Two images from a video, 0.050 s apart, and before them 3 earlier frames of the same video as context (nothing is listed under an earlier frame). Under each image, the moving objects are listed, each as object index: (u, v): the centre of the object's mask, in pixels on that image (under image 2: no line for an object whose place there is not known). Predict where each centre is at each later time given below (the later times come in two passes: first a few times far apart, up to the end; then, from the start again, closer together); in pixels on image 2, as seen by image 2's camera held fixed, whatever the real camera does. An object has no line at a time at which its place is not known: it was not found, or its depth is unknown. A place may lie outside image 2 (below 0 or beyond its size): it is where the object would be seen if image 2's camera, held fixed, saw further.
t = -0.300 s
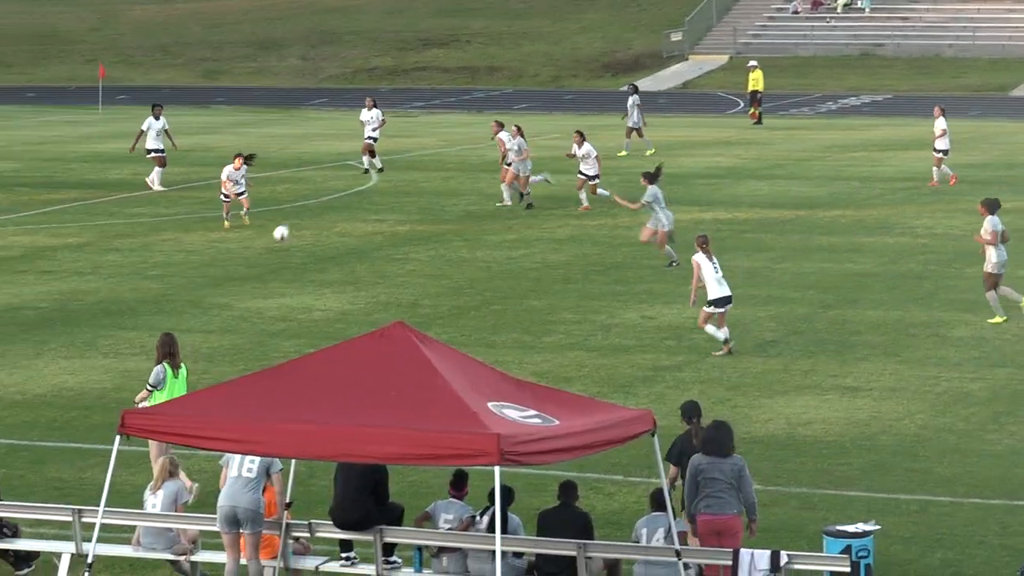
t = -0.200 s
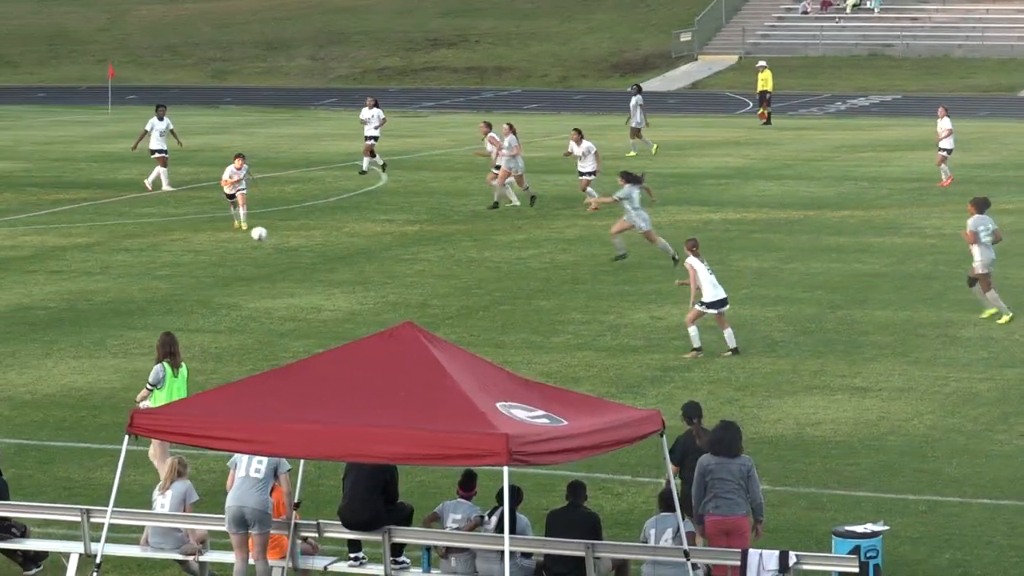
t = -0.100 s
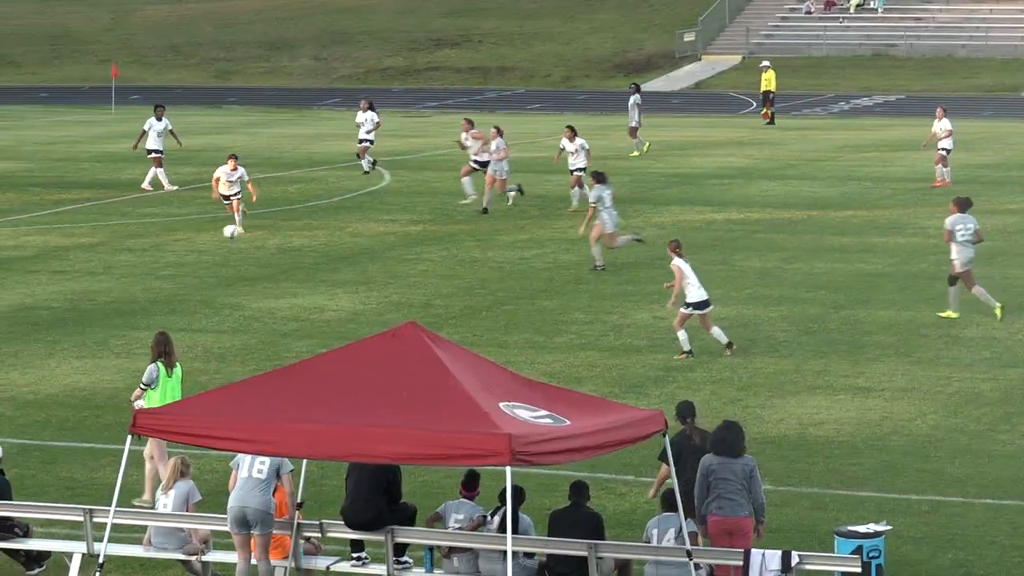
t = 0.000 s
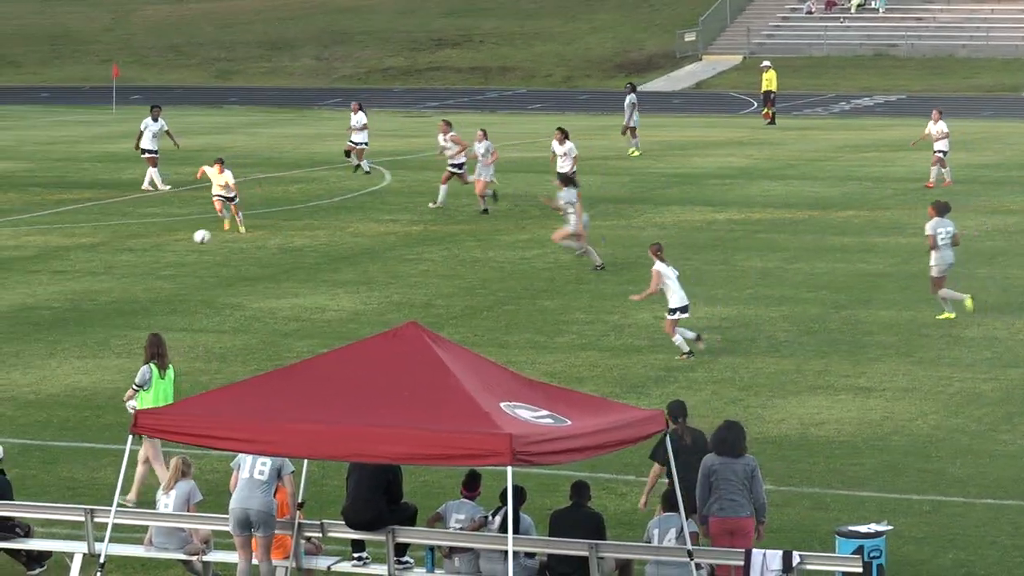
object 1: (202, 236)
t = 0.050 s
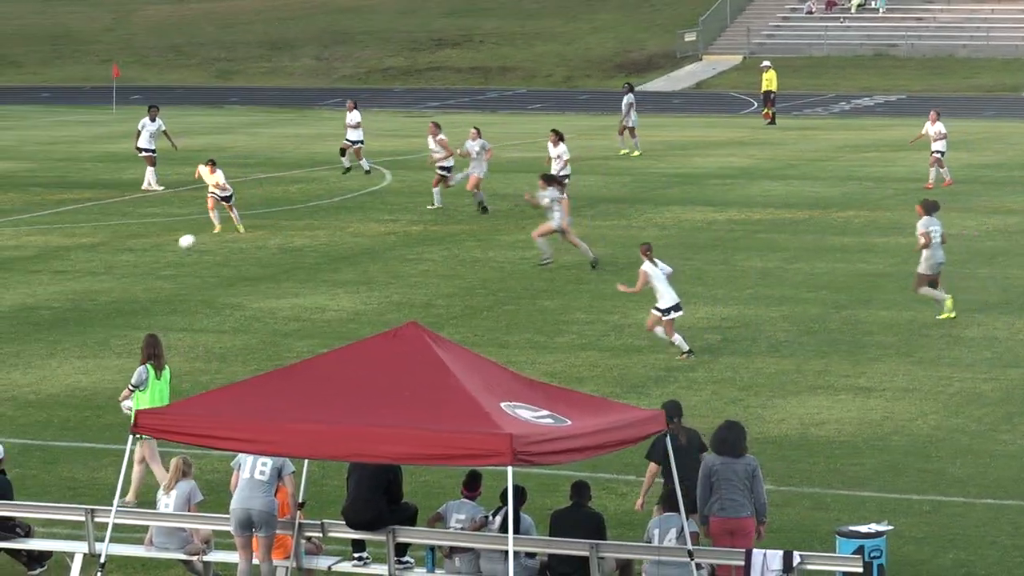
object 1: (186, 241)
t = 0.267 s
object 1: (121, 248)
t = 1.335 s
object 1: (-203, 286)
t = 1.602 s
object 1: (-290, 294)
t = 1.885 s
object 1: (-383, 307)
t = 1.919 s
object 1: (-394, 307)
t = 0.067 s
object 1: (181, 243)
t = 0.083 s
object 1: (176, 246)
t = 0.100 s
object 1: (171, 248)
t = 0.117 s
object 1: (166, 250)
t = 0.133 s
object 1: (161, 252)
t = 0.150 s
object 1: (156, 251)
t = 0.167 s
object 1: (151, 250)
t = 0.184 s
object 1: (147, 249)
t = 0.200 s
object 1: (141, 248)
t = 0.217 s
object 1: (136, 248)
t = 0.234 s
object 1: (131, 248)
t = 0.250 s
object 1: (126, 247)
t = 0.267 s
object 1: (121, 248)
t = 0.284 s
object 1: (117, 248)
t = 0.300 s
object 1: (112, 248)
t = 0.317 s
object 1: (107, 249)
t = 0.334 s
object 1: (103, 249)
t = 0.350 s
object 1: (97, 251)
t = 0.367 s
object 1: (93, 251)
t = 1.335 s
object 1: (-203, 286)
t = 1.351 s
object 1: (-208, 287)
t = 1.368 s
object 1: (-213, 288)
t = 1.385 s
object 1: (-218, 289)
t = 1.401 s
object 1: (-224, 290)
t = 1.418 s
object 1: (-229, 290)
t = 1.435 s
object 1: (-235, 290)
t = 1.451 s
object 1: (-240, 290)
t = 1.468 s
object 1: (-246, 291)
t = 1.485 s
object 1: (-252, 292)
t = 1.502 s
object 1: (-257, 293)
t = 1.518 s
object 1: (-262, 294)
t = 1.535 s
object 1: (-268, 294)
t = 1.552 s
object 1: (-274, 294)
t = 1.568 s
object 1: (-279, 294)
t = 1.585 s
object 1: (-285, 294)
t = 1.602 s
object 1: (-290, 294)
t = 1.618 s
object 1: (-296, 295)
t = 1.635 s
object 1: (-302, 296)
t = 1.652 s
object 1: (-307, 297)
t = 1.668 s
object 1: (-313, 299)
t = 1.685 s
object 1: (-318, 300)
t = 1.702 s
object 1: (-323, 300)
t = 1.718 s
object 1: (-328, 300)
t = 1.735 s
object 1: (-334, 300)
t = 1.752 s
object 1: (-339, 300)
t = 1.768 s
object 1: (-345, 300)
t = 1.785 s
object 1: (-351, 301)
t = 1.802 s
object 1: (-356, 302)
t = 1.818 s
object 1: (-362, 304)
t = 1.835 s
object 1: (-367, 305)
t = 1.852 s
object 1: (-373, 306)
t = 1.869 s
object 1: (-378, 307)
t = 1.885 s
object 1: (-383, 307)
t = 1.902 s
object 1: (-388, 307)
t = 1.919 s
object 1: (-394, 307)
